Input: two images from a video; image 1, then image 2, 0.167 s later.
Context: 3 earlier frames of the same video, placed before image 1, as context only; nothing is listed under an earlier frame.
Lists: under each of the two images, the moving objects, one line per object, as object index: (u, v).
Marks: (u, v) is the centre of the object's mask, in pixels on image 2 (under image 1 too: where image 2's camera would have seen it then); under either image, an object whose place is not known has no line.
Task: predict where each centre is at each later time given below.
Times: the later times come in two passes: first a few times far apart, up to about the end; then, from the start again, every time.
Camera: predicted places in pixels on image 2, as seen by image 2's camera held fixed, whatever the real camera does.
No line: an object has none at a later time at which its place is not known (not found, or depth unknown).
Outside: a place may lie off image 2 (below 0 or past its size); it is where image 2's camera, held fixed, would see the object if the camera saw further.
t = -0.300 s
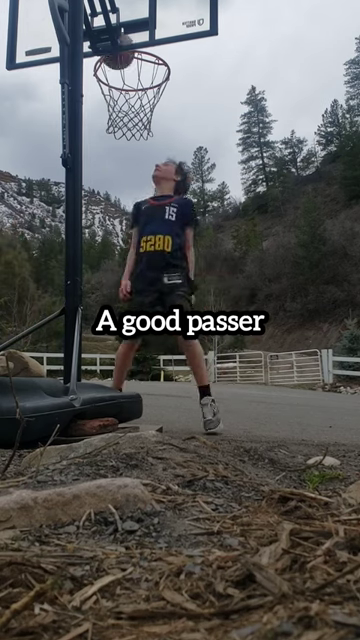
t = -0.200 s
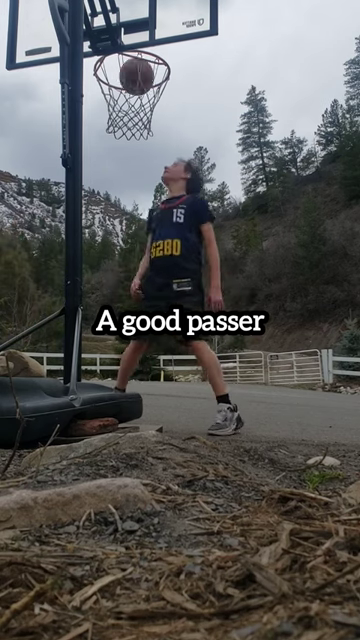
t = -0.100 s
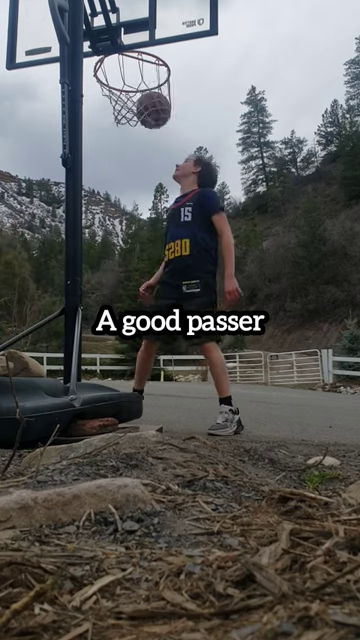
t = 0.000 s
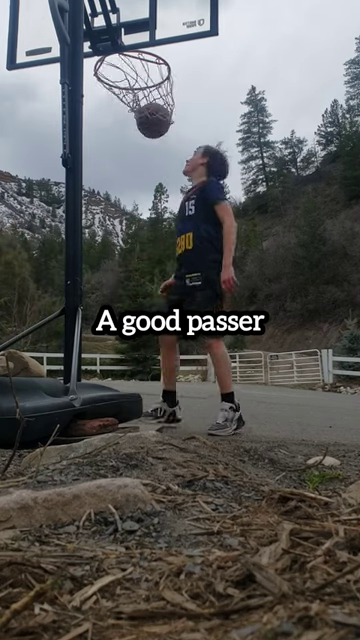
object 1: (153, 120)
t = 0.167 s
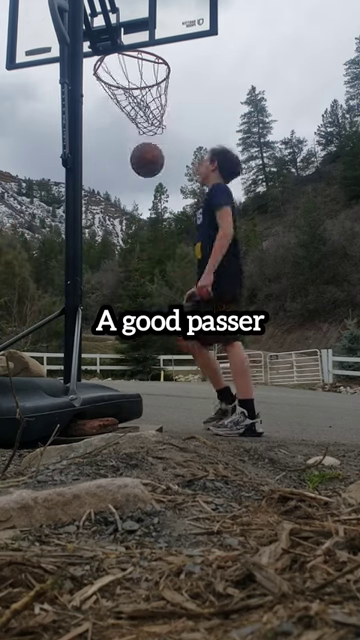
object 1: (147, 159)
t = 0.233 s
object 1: (145, 186)
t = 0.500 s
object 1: (141, 353)
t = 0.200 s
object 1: (146, 172)
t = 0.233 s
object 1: (145, 186)
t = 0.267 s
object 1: (144, 202)
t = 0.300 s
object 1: (144, 220)
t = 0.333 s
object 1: (143, 238)
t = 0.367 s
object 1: (142, 257)
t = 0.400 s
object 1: (142, 281)
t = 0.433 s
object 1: (142, 303)
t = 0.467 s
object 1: (141, 328)
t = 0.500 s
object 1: (141, 353)
